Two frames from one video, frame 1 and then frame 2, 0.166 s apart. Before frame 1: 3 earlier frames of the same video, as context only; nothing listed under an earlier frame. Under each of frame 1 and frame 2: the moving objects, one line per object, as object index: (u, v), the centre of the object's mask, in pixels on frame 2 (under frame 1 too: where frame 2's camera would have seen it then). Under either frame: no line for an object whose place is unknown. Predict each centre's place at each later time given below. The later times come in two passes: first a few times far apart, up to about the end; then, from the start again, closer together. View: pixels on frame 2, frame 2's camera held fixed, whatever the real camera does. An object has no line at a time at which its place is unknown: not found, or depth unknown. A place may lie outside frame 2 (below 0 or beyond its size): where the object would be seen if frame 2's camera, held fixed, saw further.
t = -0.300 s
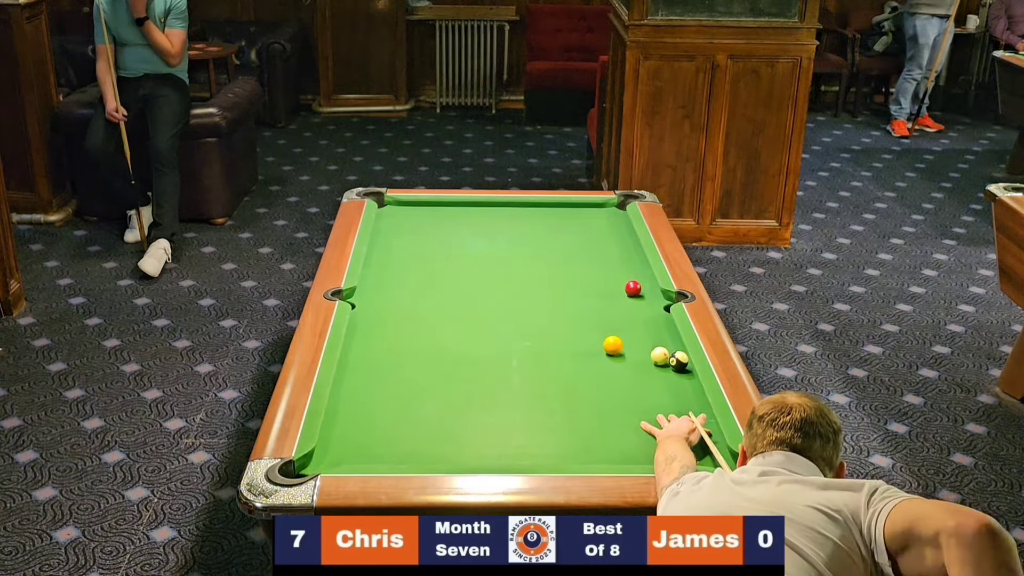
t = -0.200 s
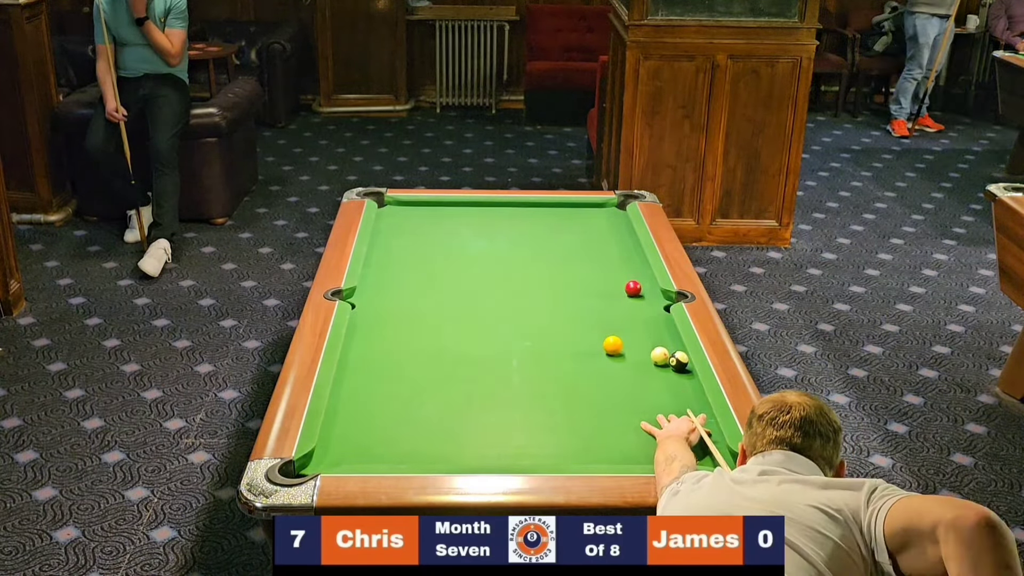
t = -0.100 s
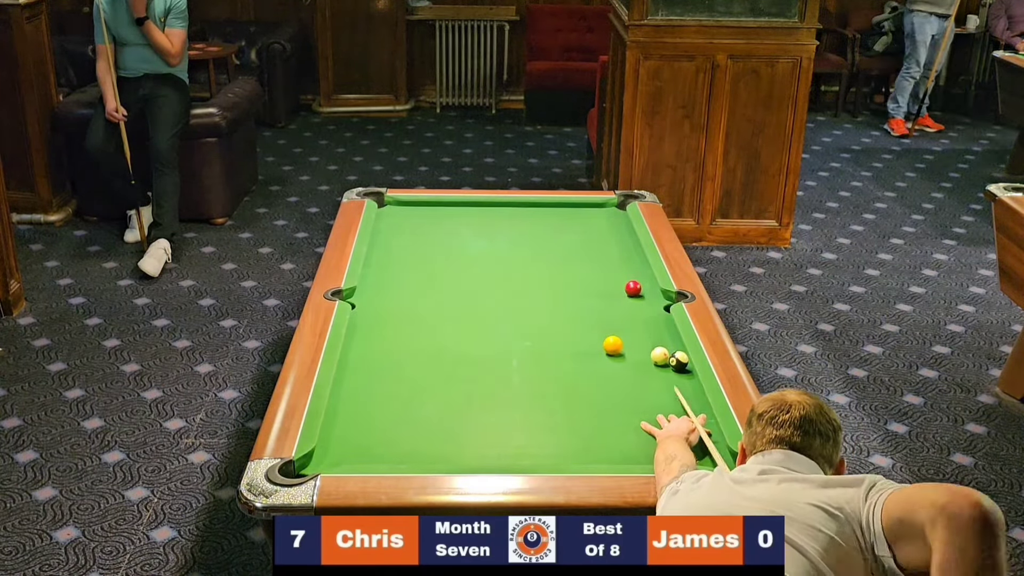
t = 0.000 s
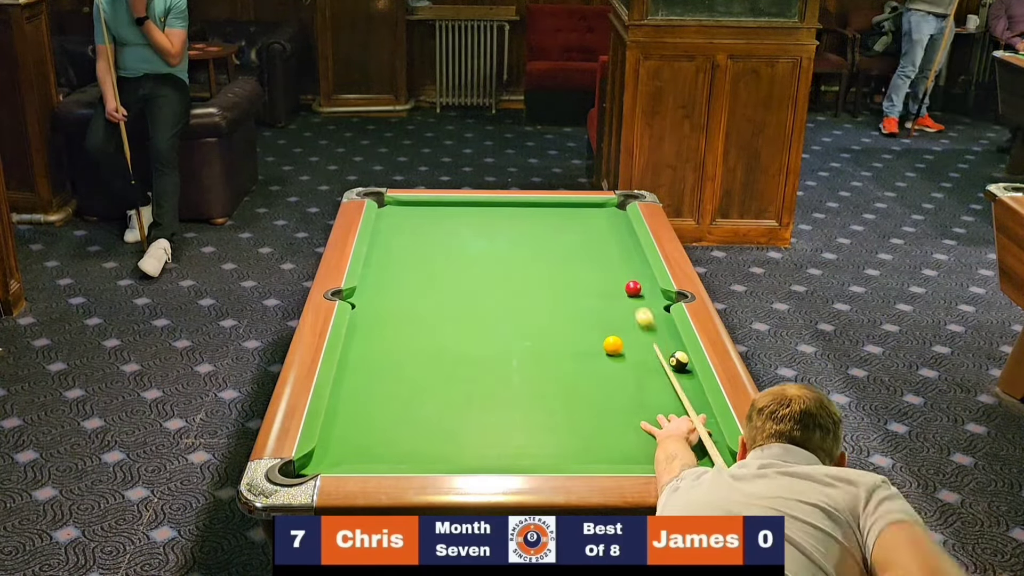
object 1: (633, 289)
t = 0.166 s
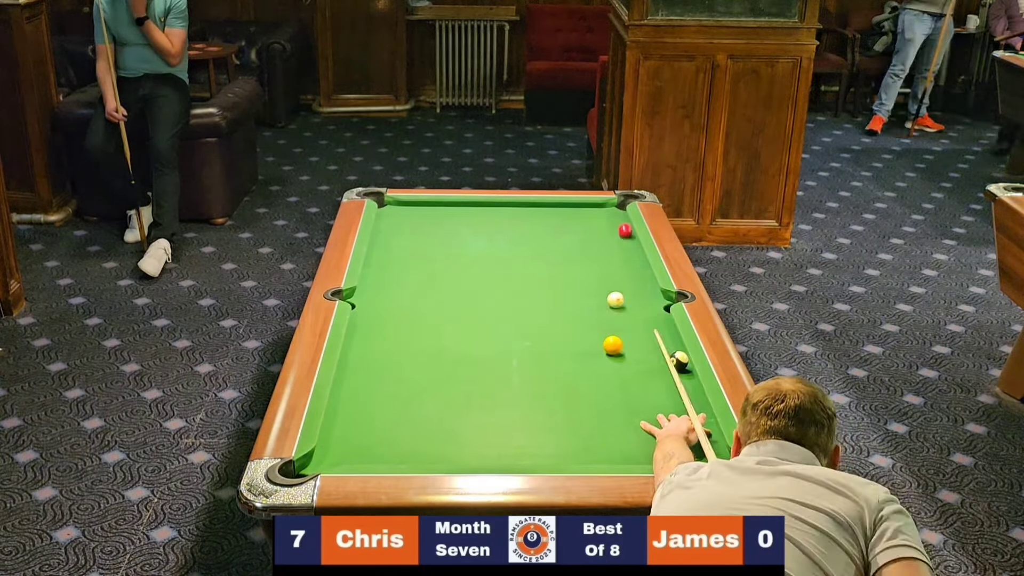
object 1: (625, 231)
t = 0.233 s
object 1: (617, 209)
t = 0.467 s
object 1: (552, 206)
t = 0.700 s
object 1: (492, 209)
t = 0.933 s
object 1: (438, 211)
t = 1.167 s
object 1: (385, 213)
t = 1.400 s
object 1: (417, 214)
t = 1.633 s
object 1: (451, 214)
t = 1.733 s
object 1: (464, 214)
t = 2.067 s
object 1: (509, 214)
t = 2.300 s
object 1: (538, 215)
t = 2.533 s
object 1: (565, 215)
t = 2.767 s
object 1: (591, 215)
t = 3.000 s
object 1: (615, 216)
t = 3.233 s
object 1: (611, 216)
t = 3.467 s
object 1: (596, 216)
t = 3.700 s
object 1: (582, 216)
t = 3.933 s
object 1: (570, 215)
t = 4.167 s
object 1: (560, 215)
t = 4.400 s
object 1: (550, 215)
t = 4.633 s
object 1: (543, 215)
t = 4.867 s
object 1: (537, 214)
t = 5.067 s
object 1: (533, 215)
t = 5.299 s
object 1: (530, 214)
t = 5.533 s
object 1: (528, 214)
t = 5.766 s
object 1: (528, 214)
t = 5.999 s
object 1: (528, 214)
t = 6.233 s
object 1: (528, 214)
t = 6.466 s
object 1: (528, 214)
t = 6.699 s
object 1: (528, 214)
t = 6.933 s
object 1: (528, 214)
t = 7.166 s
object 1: (528, 214)
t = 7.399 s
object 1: (528, 214)
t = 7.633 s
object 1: (528, 215)
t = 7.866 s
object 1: (528, 215)
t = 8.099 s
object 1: (528, 215)
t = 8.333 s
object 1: (528, 215)
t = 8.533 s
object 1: (528, 215)
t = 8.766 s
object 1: (528, 215)
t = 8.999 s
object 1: (528, 215)
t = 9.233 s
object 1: (528, 215)
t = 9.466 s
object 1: (528, 215)
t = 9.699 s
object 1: (528, 215)
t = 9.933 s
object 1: (528, 215)
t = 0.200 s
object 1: (623, 219)
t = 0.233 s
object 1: (617, 209)
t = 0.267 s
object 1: (620, 204)
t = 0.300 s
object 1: (615, 203)
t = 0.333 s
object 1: (600, 202)
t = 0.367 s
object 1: (586, 205)
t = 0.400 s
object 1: (575, 205)
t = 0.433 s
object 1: (563, 206)
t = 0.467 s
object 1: (552, 206)
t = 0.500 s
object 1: (542, 207)
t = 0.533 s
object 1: (532, 207)
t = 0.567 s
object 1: (523, 208)
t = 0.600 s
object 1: (515, 208)
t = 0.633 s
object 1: (508, 208)
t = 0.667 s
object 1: (500, 208)
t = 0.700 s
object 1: (492, 209)
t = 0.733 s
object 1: (484, 209)
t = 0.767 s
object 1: (477, 209)
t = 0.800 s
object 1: (469, 209)
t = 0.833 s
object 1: (461, 210)
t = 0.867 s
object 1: (453, 210)
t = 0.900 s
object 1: (446, 211)
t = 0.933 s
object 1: (438, 211)
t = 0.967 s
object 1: (430, 211)
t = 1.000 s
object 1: (423, 212)
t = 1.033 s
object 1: (416, 212)
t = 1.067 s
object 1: (408, 212)
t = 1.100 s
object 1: (400, 213)
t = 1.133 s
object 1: (393, 213)
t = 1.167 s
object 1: (385, 213)
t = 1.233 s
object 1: (392, 213)
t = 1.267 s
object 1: (397, 213)
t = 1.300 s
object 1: (402, 214)
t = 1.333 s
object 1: (407, 214)
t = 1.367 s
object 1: (412, 214)
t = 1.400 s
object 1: (417, 214)
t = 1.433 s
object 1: (422, 214)
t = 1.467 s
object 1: (427, 214)
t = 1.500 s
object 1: (432, 214)
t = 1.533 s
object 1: (437, 214)
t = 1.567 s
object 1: (442, 214)
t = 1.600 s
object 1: (446, 214)
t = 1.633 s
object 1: (451, 214)
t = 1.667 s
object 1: (456, 214)
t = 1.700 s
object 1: (460, 214)
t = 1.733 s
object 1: (464, 214)
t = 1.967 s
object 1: (499, 214)
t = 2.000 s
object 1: (501, 214)
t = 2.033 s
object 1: (505, 214)
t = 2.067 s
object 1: (509, 214)
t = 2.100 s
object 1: (514, 214)
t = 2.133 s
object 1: (518, 215)
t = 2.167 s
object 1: (522, 215)
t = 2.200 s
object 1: (526, 215)
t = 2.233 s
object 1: (530, 215)
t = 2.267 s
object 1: (534, 215)
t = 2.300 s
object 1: (538, 215)
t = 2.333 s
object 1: (542, 215)
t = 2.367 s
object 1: (546, 215)
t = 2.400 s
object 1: (550, 215)
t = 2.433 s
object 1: (554, 215)
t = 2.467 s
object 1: (558, 215)
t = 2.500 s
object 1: (562, 215)
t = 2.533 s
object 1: (565, 215)
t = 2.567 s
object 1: (569, 215)
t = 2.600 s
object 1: (573, 215)
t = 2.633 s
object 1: (576, 215)
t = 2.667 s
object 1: (580, 215)
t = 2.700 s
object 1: (584, 215)
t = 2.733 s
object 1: (588, 215)
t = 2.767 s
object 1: (591, 215)
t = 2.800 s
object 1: (595, 215)
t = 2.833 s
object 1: (598, 216)
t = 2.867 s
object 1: (601, 216)
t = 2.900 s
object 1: (605, 216)
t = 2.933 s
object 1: (608, 216)
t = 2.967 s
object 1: (612, 216)
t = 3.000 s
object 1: (615, 216)
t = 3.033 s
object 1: (618, 216)
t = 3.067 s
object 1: (621, 216)
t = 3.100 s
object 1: (621, 216)
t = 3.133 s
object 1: (618, 216)
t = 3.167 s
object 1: (616, 216)
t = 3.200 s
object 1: (614, 216)
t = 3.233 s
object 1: (611, 216)
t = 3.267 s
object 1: (609, 216)
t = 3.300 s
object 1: (607, 216)
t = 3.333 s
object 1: (605, 216)
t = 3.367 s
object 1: (602, 216)
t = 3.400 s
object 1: (600, 216)
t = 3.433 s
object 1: (598, 216)
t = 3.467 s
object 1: (596, 216)
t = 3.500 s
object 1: (594, 216)
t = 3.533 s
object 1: (592, 216)
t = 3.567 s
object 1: (590, 216)
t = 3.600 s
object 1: (588, 216)
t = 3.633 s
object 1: (586, 216)
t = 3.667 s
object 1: (584, 216)
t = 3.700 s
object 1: (582, 216)
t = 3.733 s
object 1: (580, 216)
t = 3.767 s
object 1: (579, 215)
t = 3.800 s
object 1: (577, 216)
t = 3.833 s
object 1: (575, 215)
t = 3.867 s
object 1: (574, 215)
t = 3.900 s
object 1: (572, 215)
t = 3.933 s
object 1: (570, 215)
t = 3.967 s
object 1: (569, 215)
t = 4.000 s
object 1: (567, 215)
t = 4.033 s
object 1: (566, 215)
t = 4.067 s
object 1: (564, 215)
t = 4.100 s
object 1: (563, 215)
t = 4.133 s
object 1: (561, 215)
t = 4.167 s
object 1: (560, 215)
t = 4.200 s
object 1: (558, 215)
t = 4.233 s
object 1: (557, 215)
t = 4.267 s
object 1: (556, 215)
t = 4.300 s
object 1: (554, 215)
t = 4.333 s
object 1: (553, 215)
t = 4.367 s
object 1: (552, 215)
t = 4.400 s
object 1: (550, 215)
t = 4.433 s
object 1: (549, 215)
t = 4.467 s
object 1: (548, 215)
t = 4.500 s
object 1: (547, 215)
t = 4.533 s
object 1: (546, 215)
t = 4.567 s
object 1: (545, 215)
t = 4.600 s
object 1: (544, 215)
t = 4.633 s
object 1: (543, 215)
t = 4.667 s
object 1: (542, 215)
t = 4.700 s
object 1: (541, 215)
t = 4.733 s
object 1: (540, 215)
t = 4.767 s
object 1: (539, 215)
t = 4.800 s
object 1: (539, 215)
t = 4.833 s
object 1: (538, 215)
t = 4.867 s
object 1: (537, 214)
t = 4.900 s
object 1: (536, 214)
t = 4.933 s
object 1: (536, 215)
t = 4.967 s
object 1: (535, 215)
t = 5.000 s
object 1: (534, 215)
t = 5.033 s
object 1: (534, 214)
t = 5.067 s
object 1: (533, 215)
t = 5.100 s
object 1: (533, 215)
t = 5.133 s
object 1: (532, 214)
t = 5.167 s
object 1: (532, 215)
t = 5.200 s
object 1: (531, 215)
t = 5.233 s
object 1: (531, 215)
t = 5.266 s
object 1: (531, 215)
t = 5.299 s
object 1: (530, 214)
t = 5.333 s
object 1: (530, 214)
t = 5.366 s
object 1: (530, 215)
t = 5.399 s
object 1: (529, 215)
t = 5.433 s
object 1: (529, 215)
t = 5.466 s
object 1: (529, 215)
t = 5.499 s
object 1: (529, 215)
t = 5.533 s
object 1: (528, 214)
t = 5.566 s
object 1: (528, 214)
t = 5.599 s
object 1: (528, 215)
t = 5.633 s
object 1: (528, 214)
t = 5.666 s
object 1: (528, 215)
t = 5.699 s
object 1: (528, 214)
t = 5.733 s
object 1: (528, 215)
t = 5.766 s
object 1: (528, 214)
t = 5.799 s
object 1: (528, 214)
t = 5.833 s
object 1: (529, 214)
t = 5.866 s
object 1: (528, 215)
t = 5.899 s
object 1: (528, 215)
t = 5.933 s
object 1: (528, 214)
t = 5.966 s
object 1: (528, 214)
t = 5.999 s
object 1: (528, 214)
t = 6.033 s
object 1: (528, 214)
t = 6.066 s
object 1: (528, 214)
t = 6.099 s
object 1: (528, 214)
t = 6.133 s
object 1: (528, 214)
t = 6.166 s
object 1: (528, 214)
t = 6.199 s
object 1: (528, 214)
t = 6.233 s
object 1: (528, 214)
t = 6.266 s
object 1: (529, 214)
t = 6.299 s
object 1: (528, 214)
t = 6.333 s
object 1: (528, 214)
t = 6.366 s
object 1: (528, 214)
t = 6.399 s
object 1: (528, 214)
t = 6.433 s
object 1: (528, 215)
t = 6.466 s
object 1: (528, 214)
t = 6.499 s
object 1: (528, 214)
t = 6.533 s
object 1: (528, 214)
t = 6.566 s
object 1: (528, 214)
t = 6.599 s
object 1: (528, 214)
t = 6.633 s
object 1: (528, 214)
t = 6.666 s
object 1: (528, 214)
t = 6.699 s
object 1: (528, 214)
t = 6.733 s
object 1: (528, 214)
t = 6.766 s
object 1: (528, 214)
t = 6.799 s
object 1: (528, 214)
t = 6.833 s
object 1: (528, 215)
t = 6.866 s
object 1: (528, 214)
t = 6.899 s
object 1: (528, 214)
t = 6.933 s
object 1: (528, 214)
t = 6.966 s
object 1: (528, 214)
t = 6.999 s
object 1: (528, 214)
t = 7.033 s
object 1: (528, 214)
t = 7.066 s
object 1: (528, 214)
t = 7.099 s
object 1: (528, 214)
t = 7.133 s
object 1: (528, 214)
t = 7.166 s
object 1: (528, 214)
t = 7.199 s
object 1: (529, 214)
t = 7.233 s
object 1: (528, 215)
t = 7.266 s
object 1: (528, 215)
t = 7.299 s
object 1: (528, 214)
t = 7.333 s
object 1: (528, 214)
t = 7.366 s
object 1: (528, 214)
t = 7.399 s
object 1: (528, 214)
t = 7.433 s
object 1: (528, 214)
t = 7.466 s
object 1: (528, 214)
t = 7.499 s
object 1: (528, 215)
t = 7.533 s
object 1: (528, 215)
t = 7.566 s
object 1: (528, 214)
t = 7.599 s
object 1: (528, 215)
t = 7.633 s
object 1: (528, 215)
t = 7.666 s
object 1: (528, 215)
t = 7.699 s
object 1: (528, 215)
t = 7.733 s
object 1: (528, 215)
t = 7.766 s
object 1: (528, 215)
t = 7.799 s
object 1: (528, 215)
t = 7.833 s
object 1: (528, 215)
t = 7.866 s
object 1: (528, 215)
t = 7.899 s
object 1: (528, 215)
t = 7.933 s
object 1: (528, 215)
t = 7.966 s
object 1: (529, 215)
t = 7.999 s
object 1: (528, 215)
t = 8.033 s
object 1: (528, 215)
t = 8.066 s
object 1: (528, 215)
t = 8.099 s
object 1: (528, 215)
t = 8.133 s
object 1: (528, 215)
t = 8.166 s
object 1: (528, 215)
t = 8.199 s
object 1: (528, 215)
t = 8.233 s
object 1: (528, 215)
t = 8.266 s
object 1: (528, 215)
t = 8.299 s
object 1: (528, 215)
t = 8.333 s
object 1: (528, 215)
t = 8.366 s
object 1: (528, 215)
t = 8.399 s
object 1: (528, 215)
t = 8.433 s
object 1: (528, 215)
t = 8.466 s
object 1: (528, 215)
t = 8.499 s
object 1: (528, 215)
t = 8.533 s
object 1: (528, 215)
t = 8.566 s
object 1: (528, 215)
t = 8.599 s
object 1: (528, 215)
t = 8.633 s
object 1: (528, 215)
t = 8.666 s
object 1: (528, 215)
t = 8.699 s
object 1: (528, 215)
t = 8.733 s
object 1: (528, 215)
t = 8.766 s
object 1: (528, 215)
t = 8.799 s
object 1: (528, 215)
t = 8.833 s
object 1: (528, 215)
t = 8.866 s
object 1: (528, 215)
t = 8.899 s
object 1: (528, 215)
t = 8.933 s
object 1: (528, 215)
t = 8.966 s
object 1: (528, 215)
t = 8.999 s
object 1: (528, 215)
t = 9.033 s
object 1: (528, 215)
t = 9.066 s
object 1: (528, 215)
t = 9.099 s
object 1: (528, 215)
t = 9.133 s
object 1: (528, 215)
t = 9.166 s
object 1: (528, 215)
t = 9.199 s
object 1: (528, 215)
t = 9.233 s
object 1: (528, 215)
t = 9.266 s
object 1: (528, 215)
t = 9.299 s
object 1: (528, 215)
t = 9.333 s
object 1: (528, 215)
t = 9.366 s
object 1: (528, 215)
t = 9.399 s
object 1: (528, 215)
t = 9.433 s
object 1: (528, 215)
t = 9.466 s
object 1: (528, 215)
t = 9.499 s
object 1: (528, 215)
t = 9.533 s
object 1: (529, 215)
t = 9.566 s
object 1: (528, 215)
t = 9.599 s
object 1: (528, 215)
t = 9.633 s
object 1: (528, 215)
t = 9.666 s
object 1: (528, 215)
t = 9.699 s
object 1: (528, 215)
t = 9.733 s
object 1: (528, 215)
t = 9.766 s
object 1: (528, 215)
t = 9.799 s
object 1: (529, 215)
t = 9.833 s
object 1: (528, 215)
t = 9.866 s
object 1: (528, 215)
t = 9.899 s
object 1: (528, 215)
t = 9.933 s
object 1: (528, 215)
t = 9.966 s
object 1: (528, 215)
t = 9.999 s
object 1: (528, 215)
